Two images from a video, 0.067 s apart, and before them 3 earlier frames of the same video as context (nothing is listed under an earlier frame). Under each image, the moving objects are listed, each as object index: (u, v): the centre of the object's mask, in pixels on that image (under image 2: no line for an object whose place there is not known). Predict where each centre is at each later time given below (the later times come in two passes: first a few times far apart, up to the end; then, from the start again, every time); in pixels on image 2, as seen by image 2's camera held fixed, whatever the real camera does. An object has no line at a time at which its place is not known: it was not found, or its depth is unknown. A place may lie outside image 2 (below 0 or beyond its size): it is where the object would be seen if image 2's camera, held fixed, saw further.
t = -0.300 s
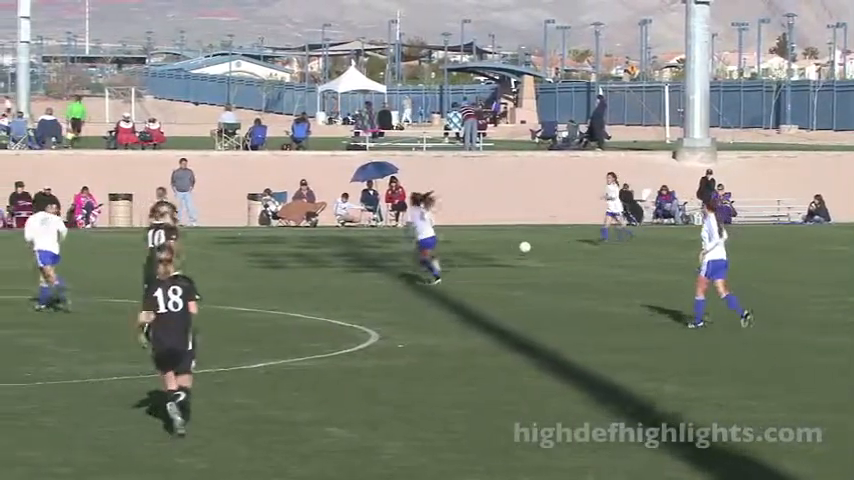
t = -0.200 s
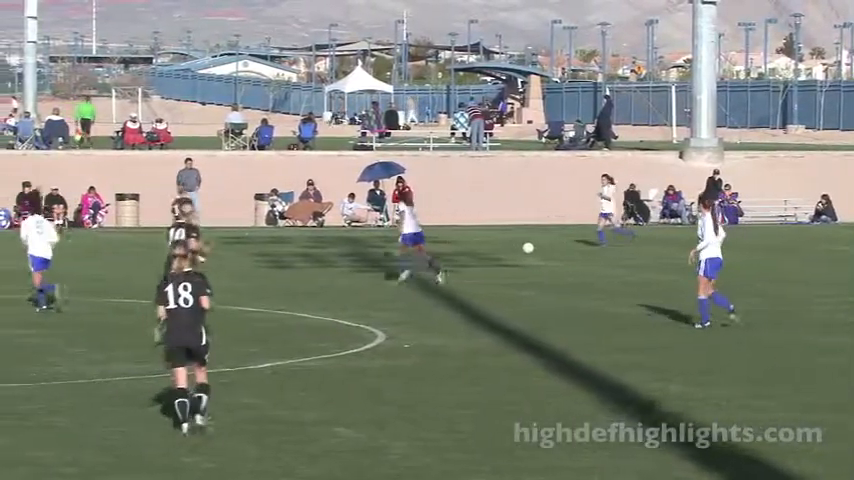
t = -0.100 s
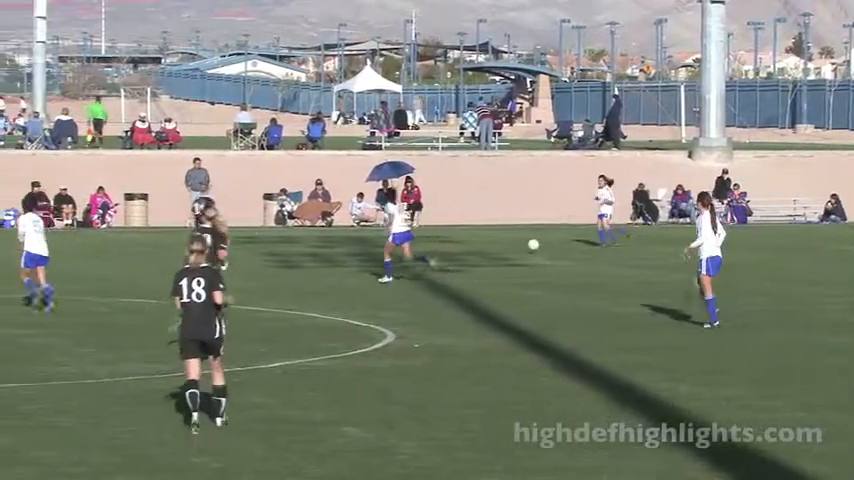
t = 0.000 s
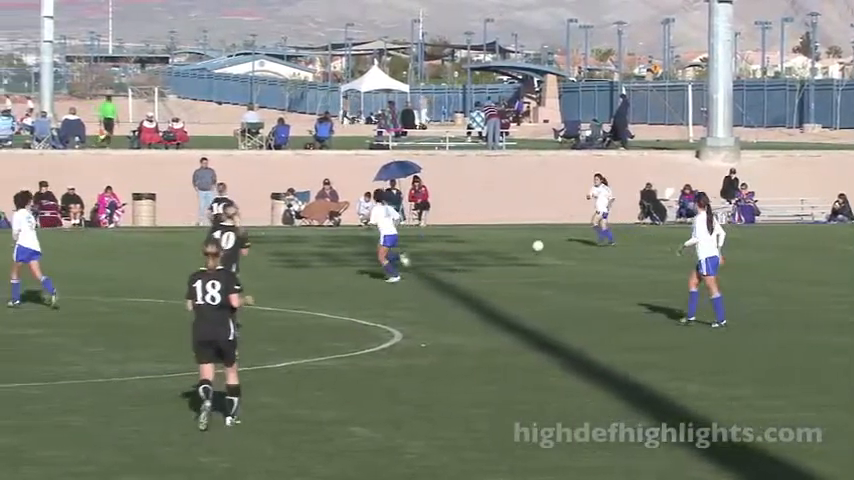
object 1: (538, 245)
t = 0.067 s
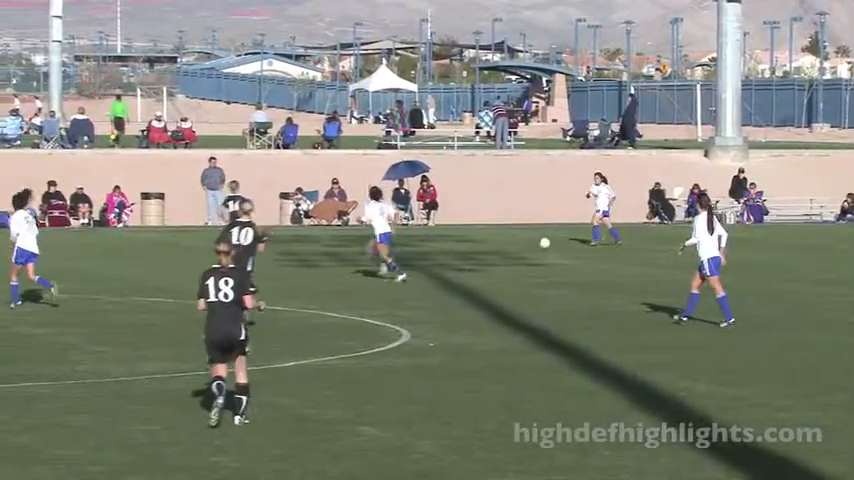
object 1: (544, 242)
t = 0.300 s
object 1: (538, 242)
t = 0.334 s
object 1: (536, 240)
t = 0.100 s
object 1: (543, 241)
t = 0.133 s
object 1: (542, 241)
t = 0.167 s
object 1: (541, 241)
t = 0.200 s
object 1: (540, 241)
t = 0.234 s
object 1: (539, 241)
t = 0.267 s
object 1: (538, 242)
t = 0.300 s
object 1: (538, 242)
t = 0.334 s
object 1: (536, 240)
